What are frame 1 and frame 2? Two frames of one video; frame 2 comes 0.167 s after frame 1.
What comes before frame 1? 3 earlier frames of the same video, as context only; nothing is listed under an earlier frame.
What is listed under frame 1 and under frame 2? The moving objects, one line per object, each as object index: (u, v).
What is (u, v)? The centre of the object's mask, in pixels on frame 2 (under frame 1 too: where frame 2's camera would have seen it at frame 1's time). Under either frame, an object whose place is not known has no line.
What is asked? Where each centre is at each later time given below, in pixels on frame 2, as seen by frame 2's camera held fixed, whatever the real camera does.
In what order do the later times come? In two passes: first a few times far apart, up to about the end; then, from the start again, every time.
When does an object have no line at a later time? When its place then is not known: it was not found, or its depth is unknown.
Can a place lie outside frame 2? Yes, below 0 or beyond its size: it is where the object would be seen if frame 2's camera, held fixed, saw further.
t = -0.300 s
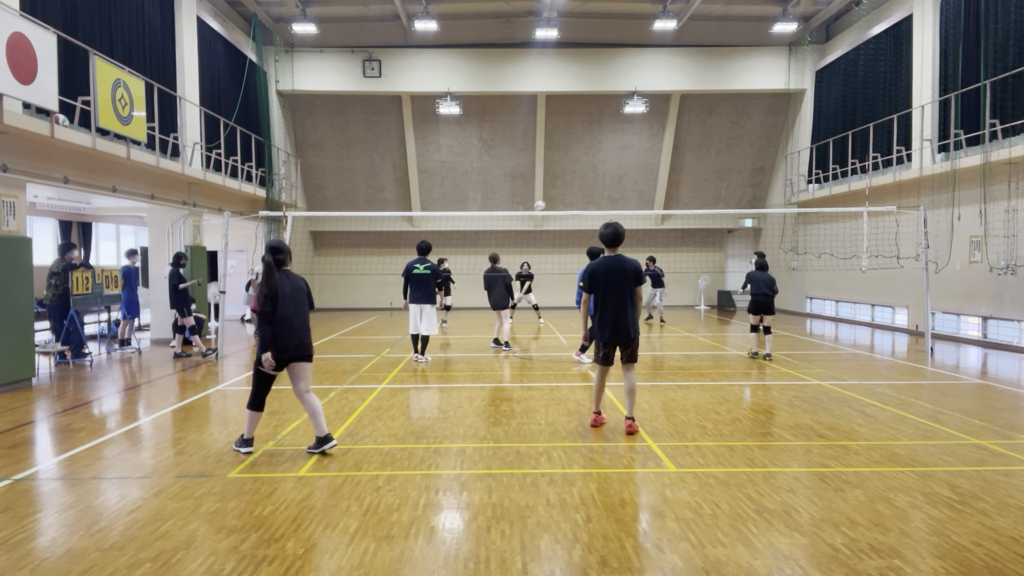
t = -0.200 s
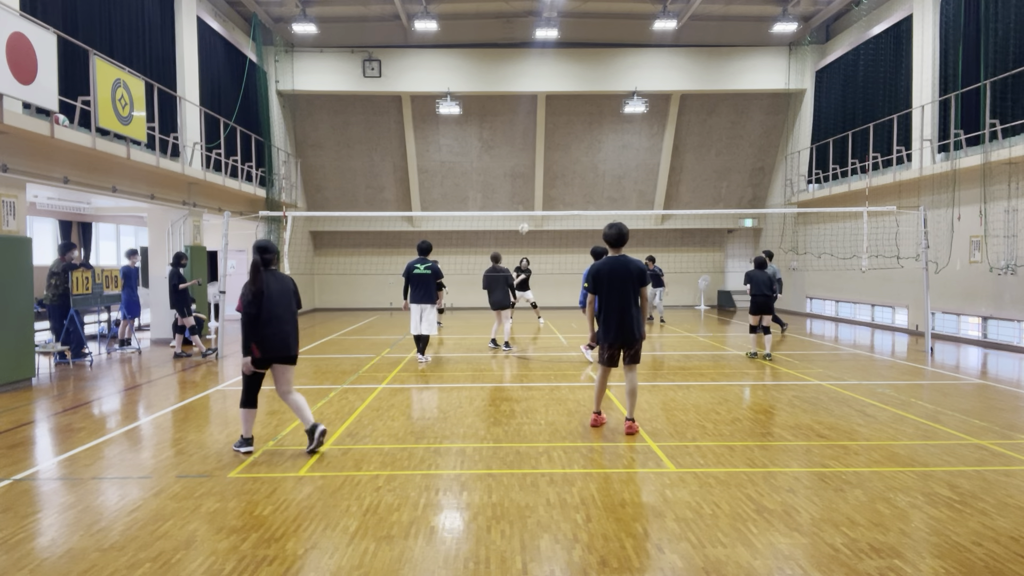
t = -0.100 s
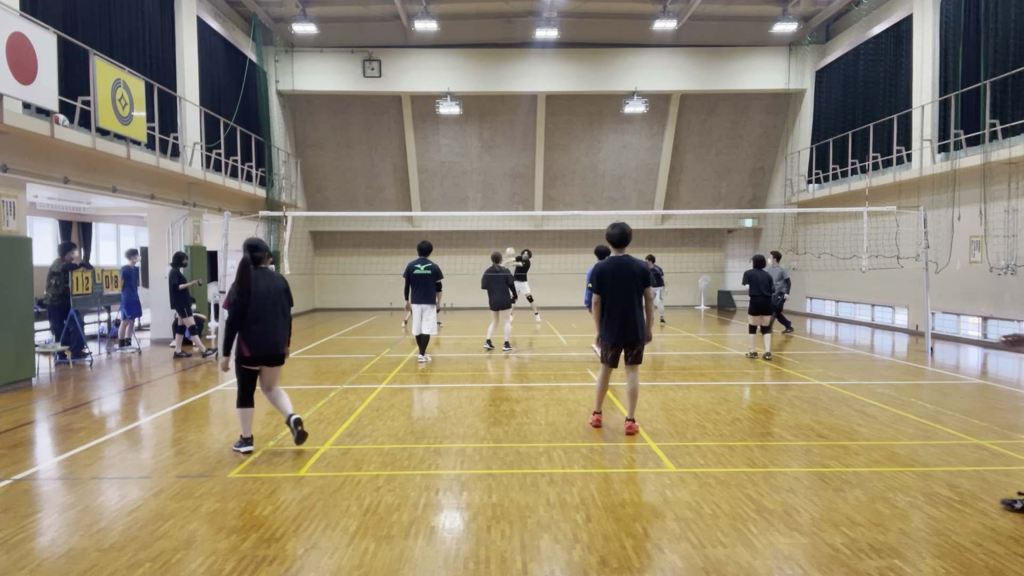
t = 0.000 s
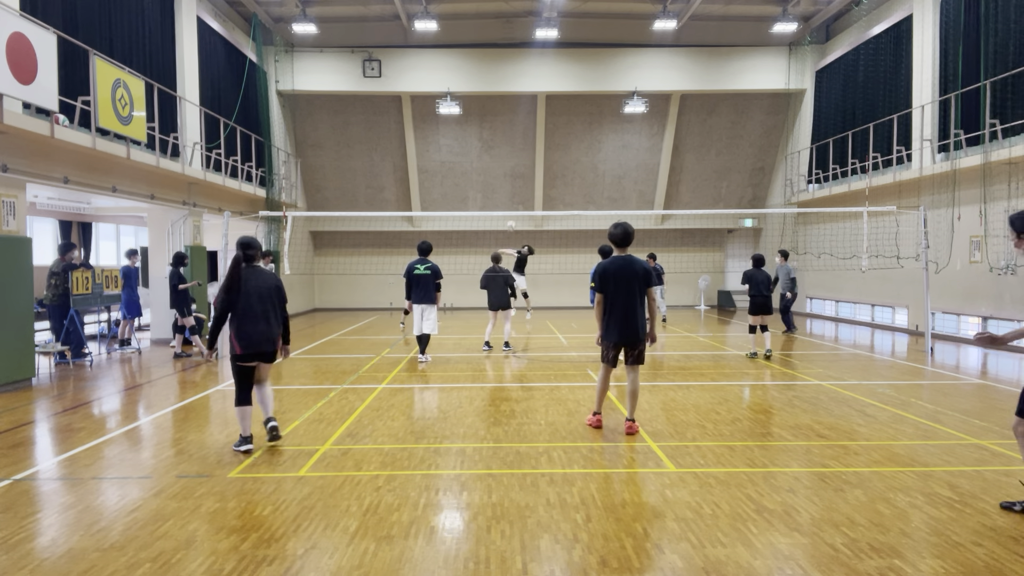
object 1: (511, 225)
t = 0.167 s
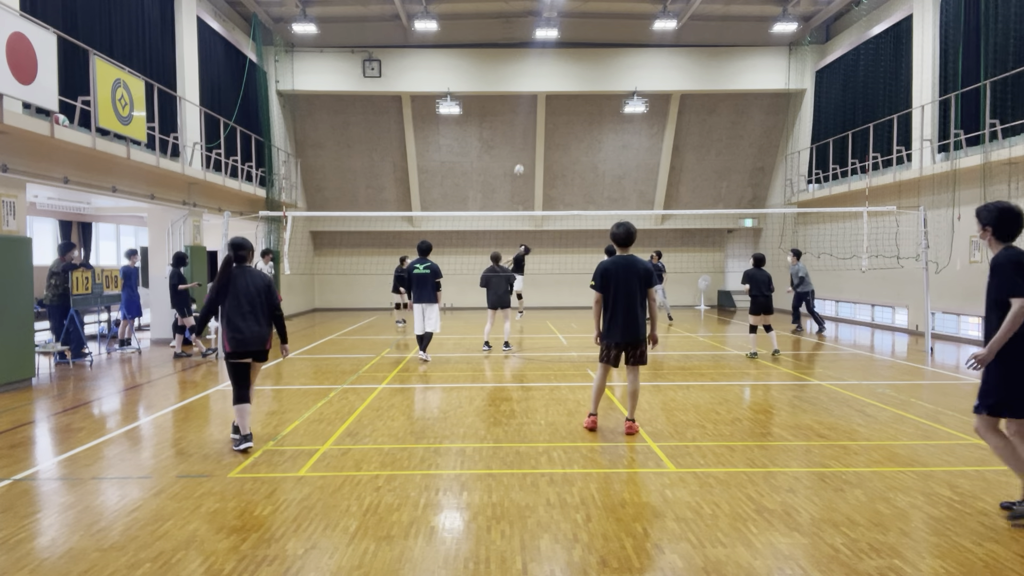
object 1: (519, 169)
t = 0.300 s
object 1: (525, 131)
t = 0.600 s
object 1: (542, 73)
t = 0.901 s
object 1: (560, 53)
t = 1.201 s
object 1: (580, 83)
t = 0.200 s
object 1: (520, 159)
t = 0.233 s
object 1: (522, 149)
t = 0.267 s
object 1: (523, 140)
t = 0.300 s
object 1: (525, 131)
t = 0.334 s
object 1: (527, 123)
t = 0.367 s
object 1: (529, 115)
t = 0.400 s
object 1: (531, 108)
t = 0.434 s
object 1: (532, 100)
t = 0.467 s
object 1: (534, 95)
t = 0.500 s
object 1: (536, 89)
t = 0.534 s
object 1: (537, 83)
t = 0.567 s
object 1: (539, 78)
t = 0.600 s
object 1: (542, 73)
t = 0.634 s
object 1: (544, 69)
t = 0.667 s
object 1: (545, 64)
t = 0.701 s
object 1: (548, 61)
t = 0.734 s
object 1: (550, 58)
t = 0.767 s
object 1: (552, 56)
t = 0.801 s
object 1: (554, 55)
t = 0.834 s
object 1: (556, 53)
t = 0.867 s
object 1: (558, 53)
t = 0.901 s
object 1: (560, 53)
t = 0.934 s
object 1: (562, 54)
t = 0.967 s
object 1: (565, 55)
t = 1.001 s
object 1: (567, 57)
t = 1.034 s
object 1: (569, 60)
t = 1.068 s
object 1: (571, 63)
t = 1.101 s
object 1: (574, 67)
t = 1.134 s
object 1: (576, 72)
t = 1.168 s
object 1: (578, 77)
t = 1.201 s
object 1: (580, 83)
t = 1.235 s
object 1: (582, 90)
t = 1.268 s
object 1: (585, 97)
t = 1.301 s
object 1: (587, 105)
